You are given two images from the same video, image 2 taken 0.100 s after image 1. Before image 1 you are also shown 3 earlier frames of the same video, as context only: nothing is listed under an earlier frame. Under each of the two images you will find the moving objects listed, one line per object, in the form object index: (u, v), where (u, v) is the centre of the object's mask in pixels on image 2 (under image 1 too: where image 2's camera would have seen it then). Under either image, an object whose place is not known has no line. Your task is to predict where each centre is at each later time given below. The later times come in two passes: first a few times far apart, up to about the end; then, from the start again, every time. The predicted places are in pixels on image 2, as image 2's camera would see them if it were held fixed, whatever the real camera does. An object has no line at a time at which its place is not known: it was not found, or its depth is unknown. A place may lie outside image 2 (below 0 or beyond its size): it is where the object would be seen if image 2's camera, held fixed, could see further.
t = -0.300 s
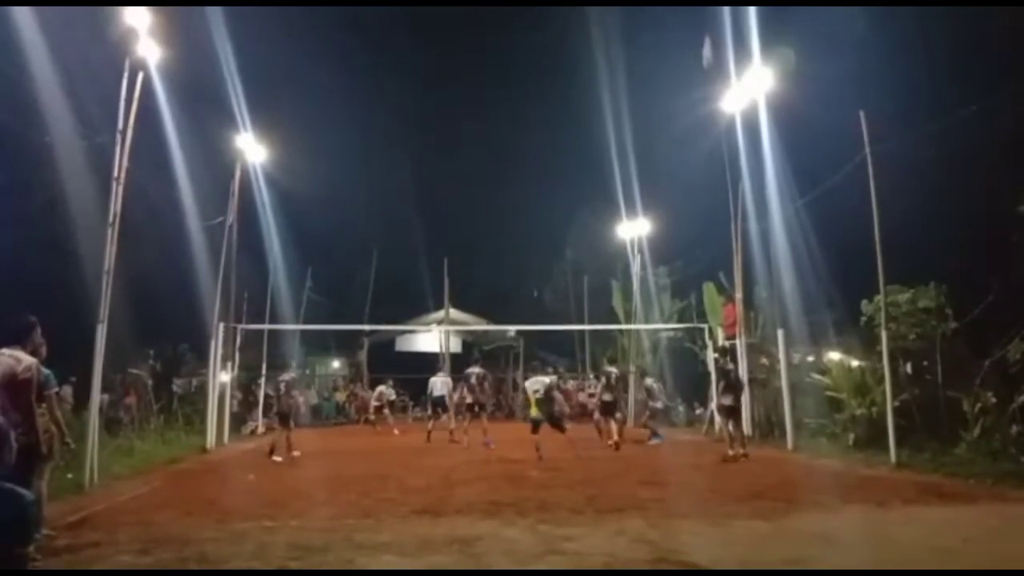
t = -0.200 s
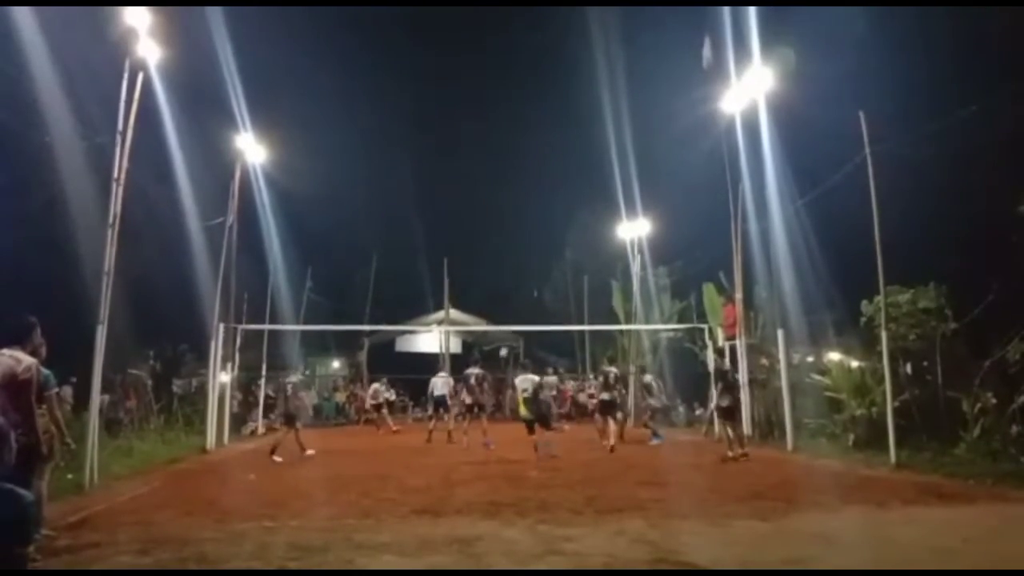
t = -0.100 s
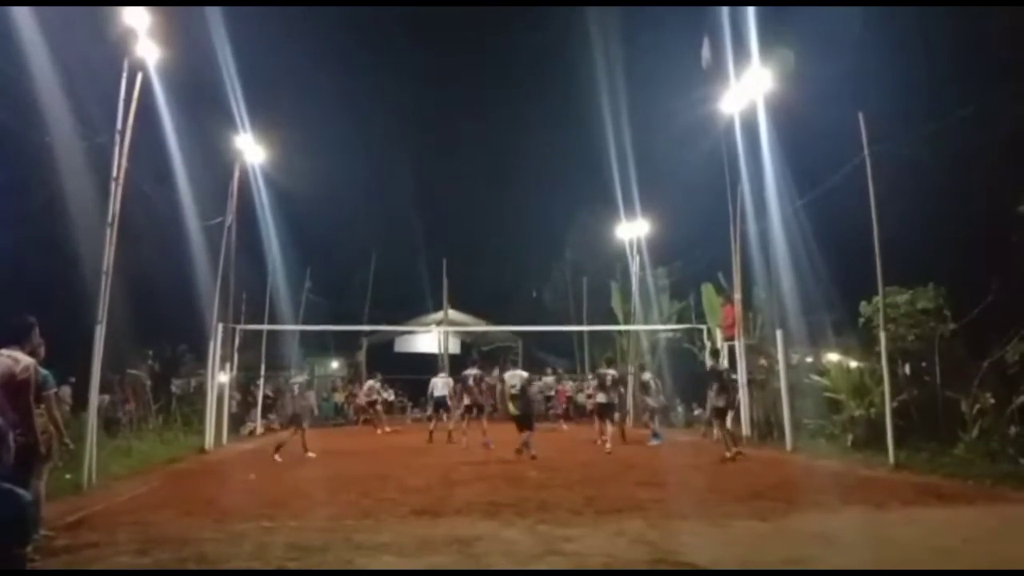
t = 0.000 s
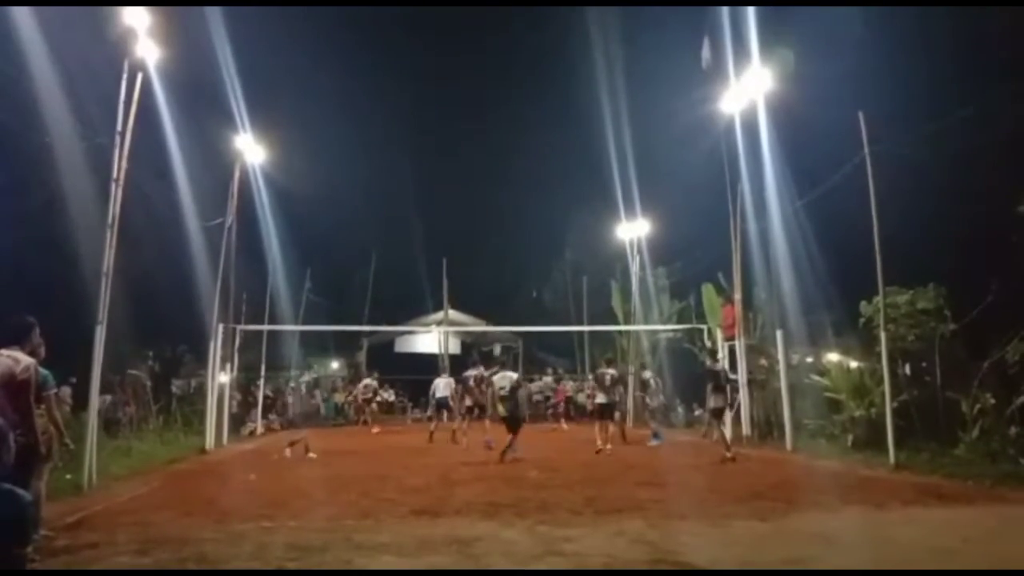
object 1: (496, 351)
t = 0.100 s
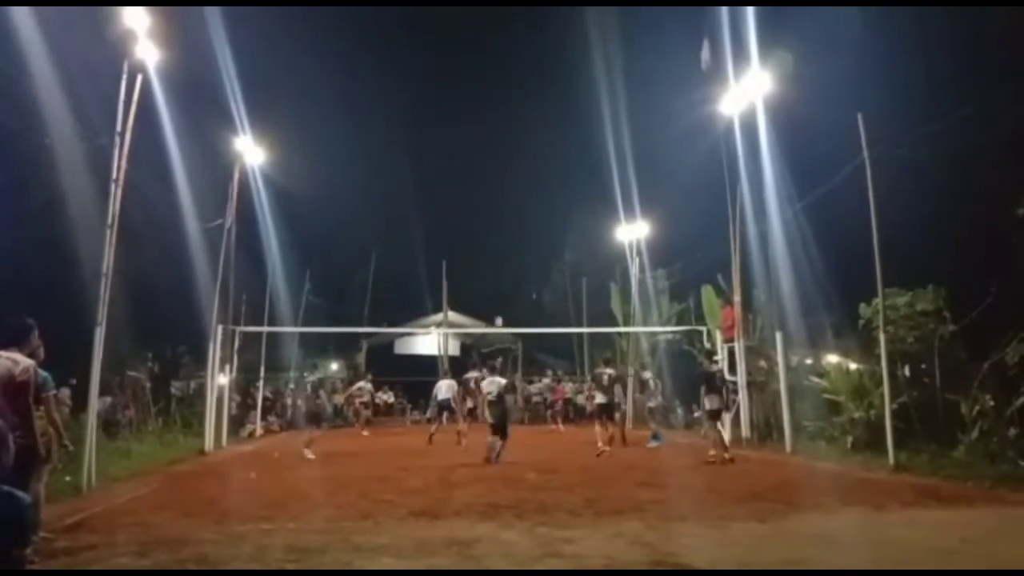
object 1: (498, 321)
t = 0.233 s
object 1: (500, 289)
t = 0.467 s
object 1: (505, 244)
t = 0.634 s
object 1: (509, 223)
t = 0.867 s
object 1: (513, 213)
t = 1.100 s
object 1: (518, 222)
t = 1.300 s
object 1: (523, 249)
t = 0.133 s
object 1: (498, 313)
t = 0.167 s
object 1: (499, 305)
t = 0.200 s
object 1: (499, 296)
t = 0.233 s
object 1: (500, 289)
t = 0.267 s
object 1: (501, 282)
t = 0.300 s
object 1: (502, 274)
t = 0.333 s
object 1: (503, 269)
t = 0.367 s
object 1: (503, 262)
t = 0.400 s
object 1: (504, 255)
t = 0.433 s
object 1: (505, 249)
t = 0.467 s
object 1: (505, 244)
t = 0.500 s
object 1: (506, 239)
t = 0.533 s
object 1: (507, 235)
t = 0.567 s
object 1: (507, 231)
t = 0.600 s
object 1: (508, 227)
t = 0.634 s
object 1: (509, 223)
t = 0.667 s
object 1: (509, 221)
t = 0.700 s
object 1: (510, 218)
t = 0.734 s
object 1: (511, 216)
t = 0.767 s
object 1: (511, 215)
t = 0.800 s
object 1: (512, 214)
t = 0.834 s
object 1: (513, 213)
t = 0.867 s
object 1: (513, 213)
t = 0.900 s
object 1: (515, 213)
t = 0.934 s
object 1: (515, 212)
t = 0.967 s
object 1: (516, 213)
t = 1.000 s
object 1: (516, 215)
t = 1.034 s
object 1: (517, 216)
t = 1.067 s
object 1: (518, 219)
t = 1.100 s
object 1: (518, 222)
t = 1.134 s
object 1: (519, 225)
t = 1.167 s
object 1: (520, 229)
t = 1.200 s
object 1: (521, 233)
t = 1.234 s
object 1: (522, 238)
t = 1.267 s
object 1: (523, 243)
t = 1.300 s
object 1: (523, 249)
